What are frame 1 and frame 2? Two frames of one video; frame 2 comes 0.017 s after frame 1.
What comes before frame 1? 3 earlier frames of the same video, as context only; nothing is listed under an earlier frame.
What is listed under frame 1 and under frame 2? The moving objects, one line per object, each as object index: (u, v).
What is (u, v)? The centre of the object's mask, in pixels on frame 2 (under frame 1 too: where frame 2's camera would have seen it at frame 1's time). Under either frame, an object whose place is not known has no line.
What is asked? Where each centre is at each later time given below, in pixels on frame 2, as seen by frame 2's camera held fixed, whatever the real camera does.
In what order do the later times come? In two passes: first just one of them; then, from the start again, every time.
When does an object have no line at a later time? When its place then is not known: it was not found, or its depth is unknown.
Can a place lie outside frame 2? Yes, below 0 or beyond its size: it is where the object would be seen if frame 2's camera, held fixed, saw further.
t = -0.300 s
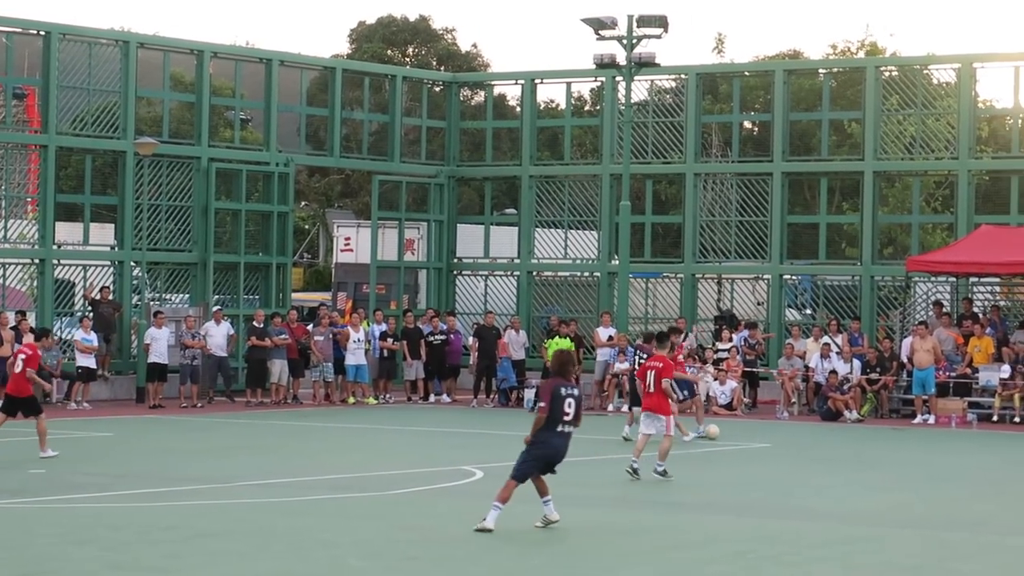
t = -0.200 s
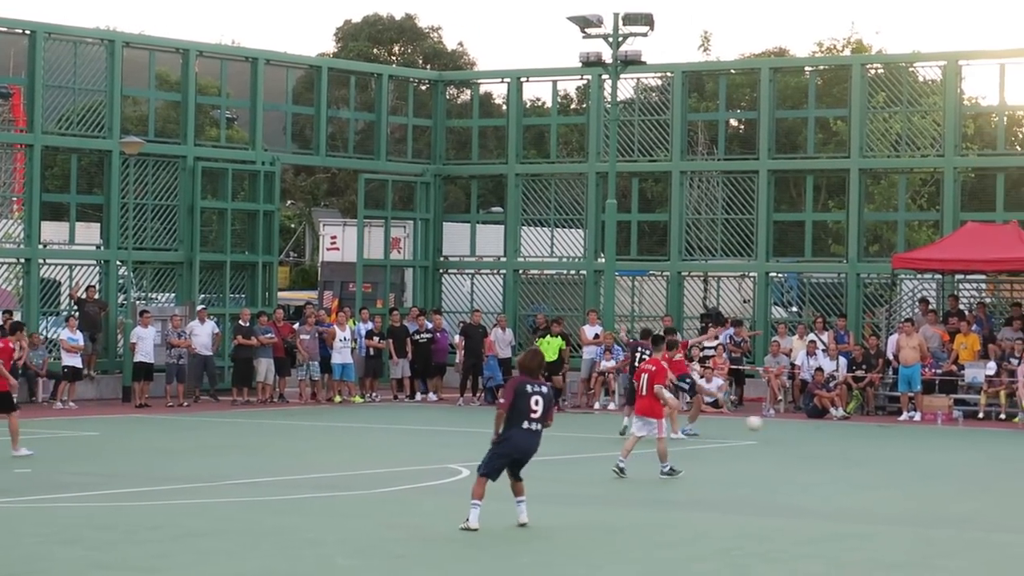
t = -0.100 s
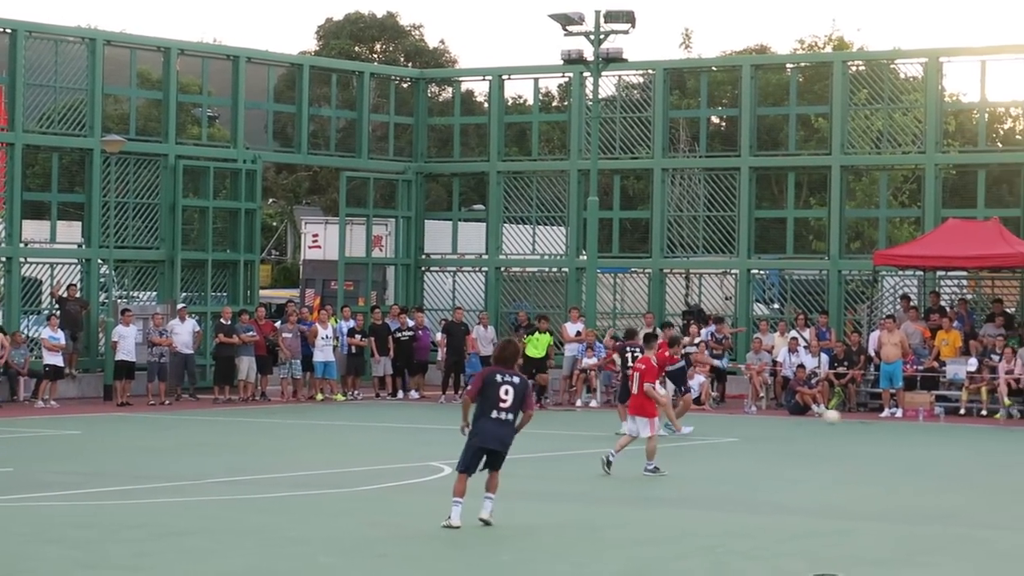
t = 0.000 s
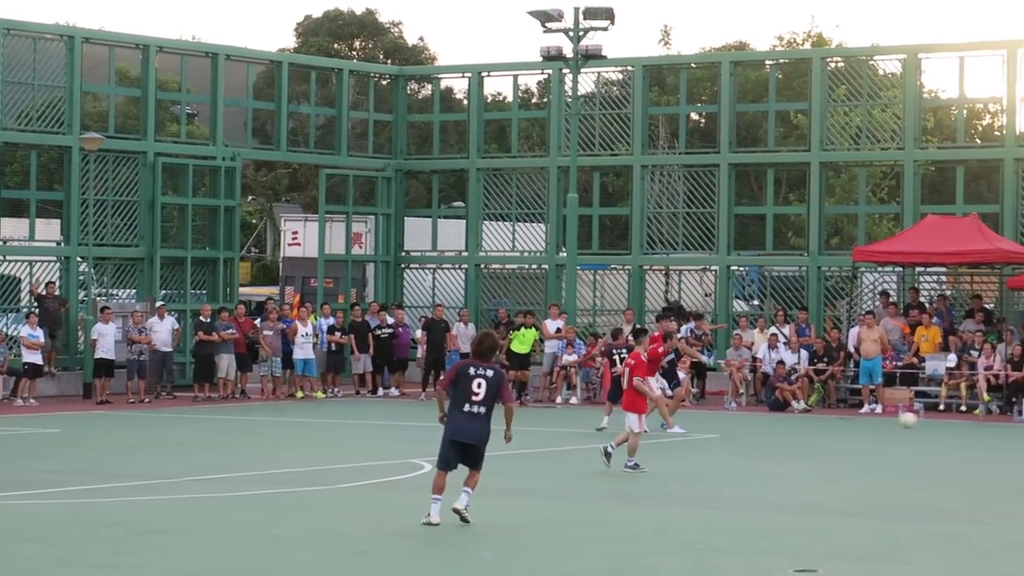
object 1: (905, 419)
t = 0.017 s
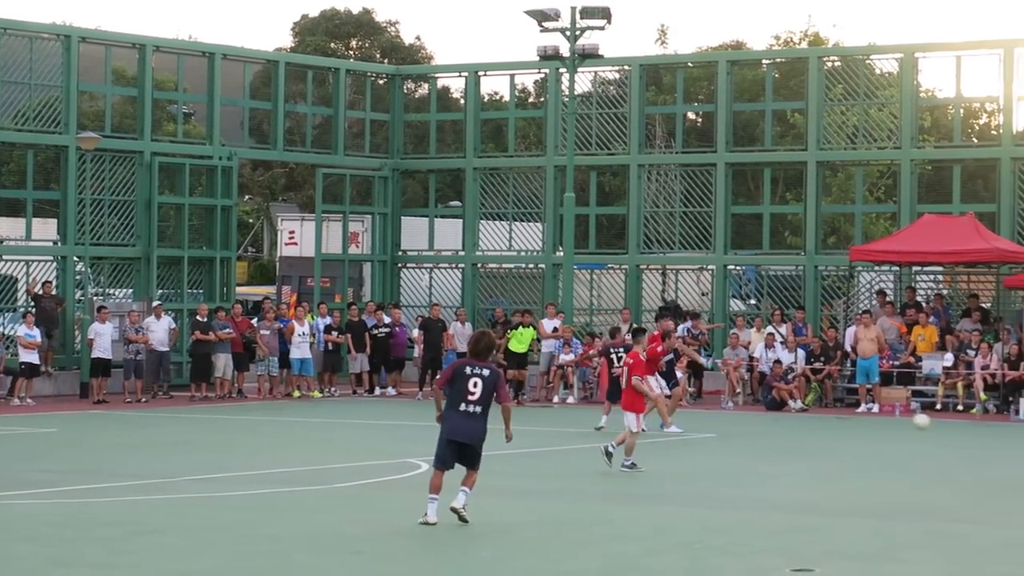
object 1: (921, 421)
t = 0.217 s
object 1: (1106, 436)
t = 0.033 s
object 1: (937, 424)
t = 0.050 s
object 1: (953, 427)
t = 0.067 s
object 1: (970, 430)
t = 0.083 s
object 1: (986, 434)
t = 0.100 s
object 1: (1001, 438)
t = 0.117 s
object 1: (1017, 441)
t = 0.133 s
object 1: (1032, 440)
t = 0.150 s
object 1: (1046, 438)
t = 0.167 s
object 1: (1061, 437)
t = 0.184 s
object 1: (1075, 437)
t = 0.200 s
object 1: (1091, 436)
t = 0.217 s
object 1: (1106, 436)
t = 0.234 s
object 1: (1121, 437)
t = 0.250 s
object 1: (1138, 437)
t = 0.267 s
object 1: (1154, 439)
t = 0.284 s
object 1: (1170, 439)
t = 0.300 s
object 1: (1189, 442)
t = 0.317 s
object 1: (1206, 444)
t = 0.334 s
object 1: (1222, 445)
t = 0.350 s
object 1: (1239, 447)
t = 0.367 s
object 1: (1257, 450)
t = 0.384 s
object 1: (1275, 452)
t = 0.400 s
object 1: (1292, 455)
